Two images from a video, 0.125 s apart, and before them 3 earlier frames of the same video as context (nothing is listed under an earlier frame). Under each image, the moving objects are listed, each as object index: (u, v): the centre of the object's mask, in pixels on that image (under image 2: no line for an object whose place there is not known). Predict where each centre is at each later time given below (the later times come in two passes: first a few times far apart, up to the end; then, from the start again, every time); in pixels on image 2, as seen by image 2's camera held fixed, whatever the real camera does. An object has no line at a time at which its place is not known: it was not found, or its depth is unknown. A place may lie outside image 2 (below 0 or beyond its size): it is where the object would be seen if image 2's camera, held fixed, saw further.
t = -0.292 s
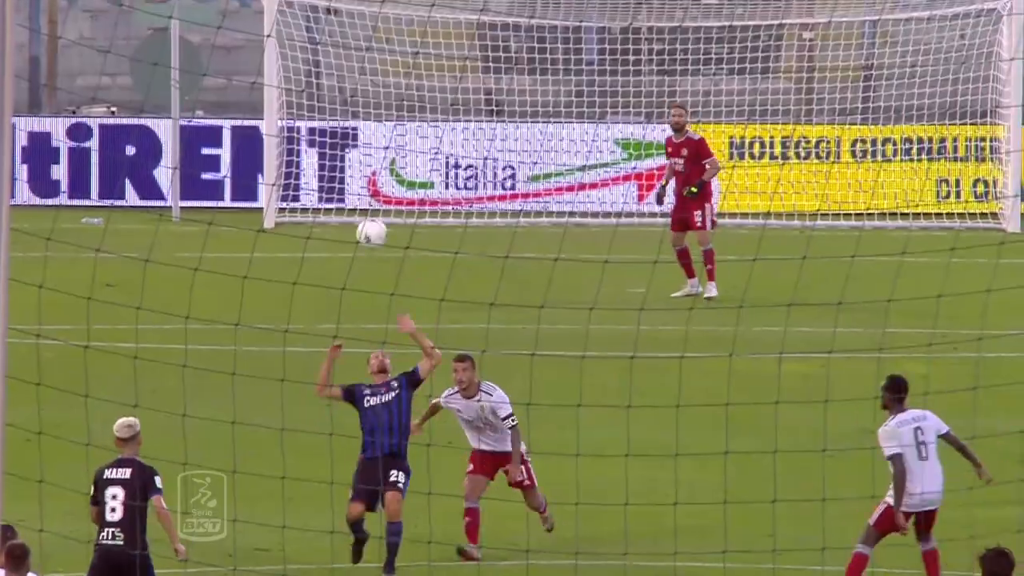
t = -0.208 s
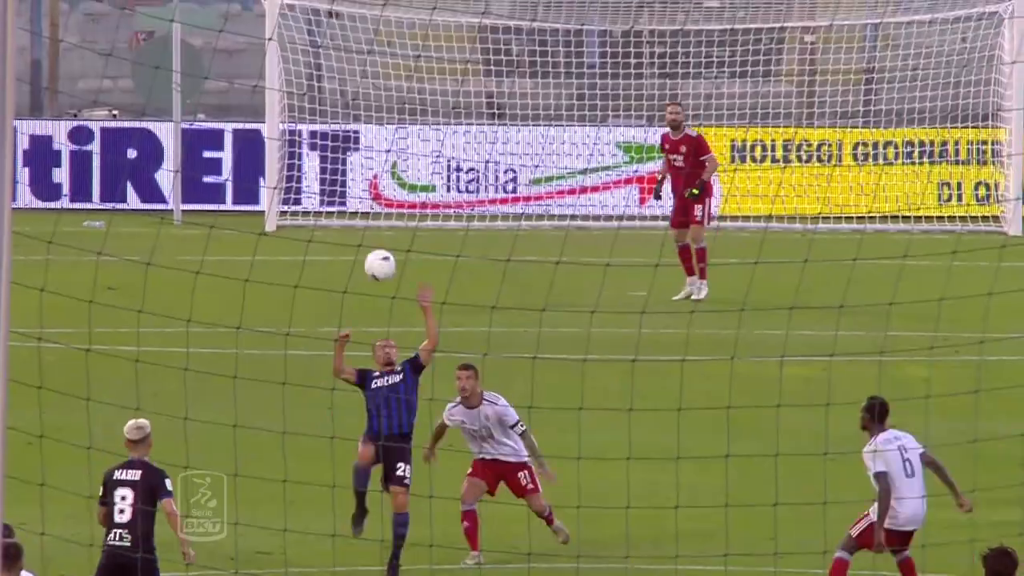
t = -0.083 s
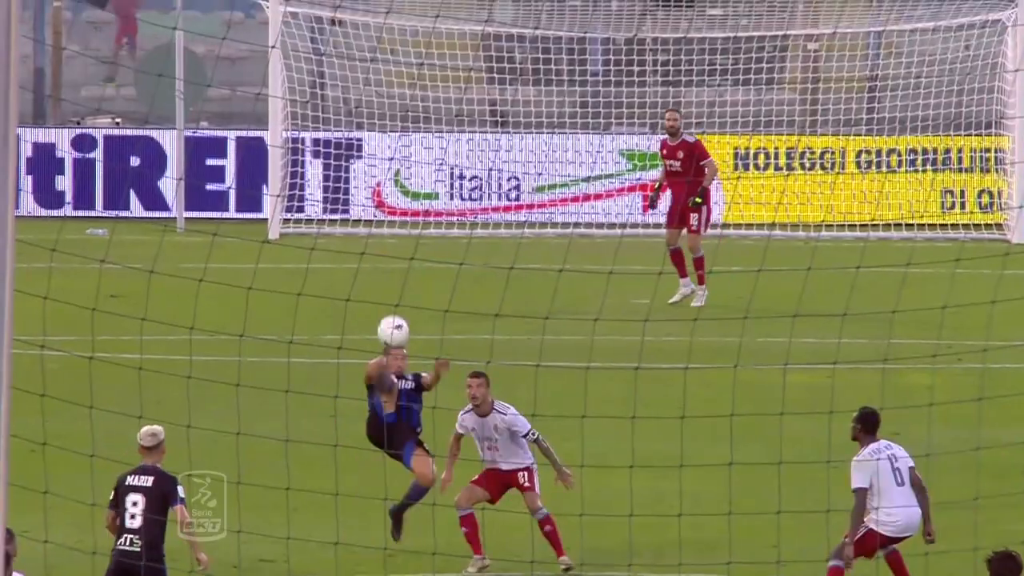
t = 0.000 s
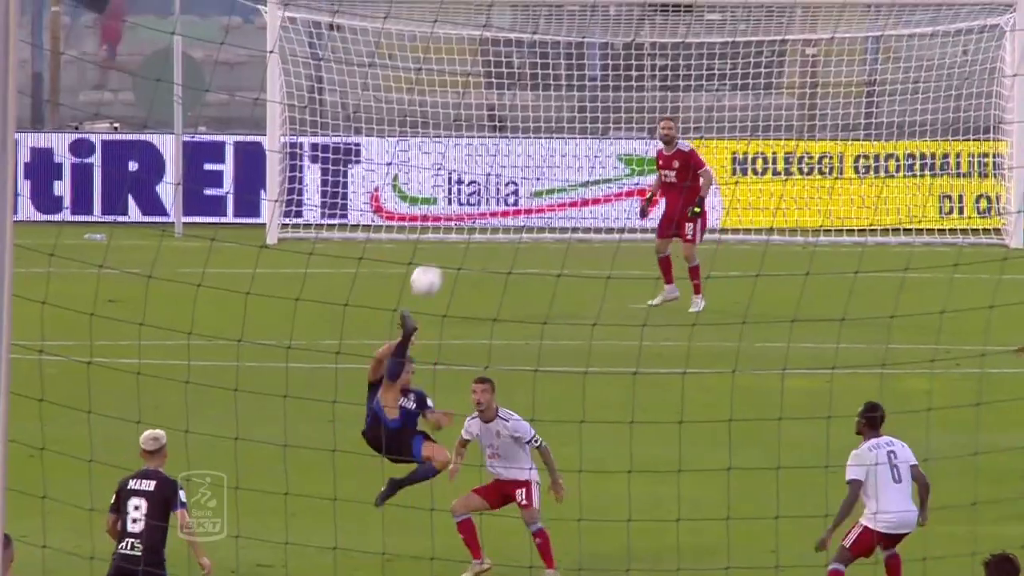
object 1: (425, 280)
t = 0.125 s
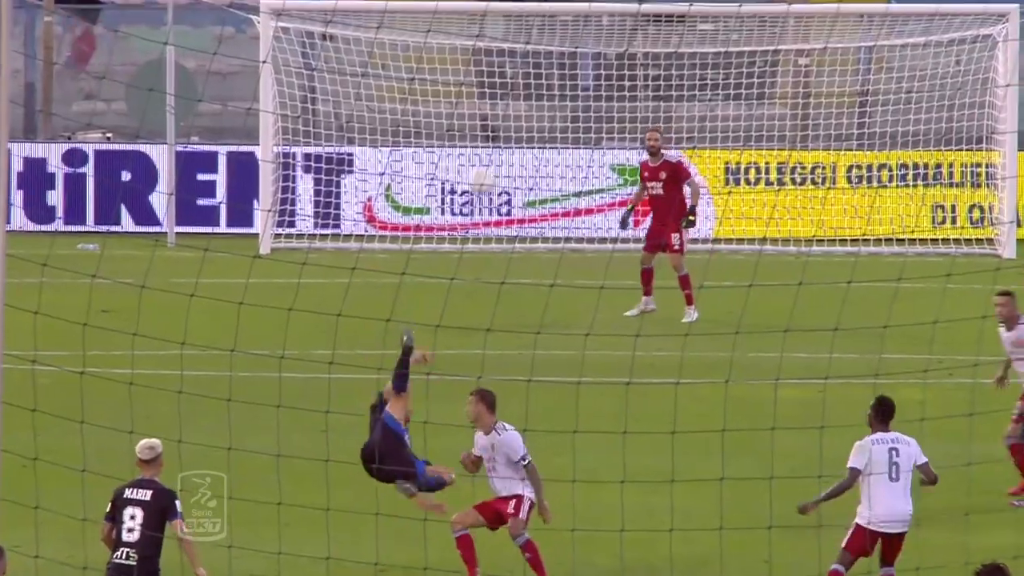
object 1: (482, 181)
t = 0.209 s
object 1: (518, 122)
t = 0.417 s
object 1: (605, 35)
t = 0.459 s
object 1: (620, 25)
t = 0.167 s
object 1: (500, 150)
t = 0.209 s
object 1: (518, 122)
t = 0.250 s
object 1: (536, 99)
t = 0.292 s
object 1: (554, 79)
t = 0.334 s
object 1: (571, 62)
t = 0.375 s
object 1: (588, 47)
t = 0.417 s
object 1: (605, 35)
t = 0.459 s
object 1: (620, 25)
